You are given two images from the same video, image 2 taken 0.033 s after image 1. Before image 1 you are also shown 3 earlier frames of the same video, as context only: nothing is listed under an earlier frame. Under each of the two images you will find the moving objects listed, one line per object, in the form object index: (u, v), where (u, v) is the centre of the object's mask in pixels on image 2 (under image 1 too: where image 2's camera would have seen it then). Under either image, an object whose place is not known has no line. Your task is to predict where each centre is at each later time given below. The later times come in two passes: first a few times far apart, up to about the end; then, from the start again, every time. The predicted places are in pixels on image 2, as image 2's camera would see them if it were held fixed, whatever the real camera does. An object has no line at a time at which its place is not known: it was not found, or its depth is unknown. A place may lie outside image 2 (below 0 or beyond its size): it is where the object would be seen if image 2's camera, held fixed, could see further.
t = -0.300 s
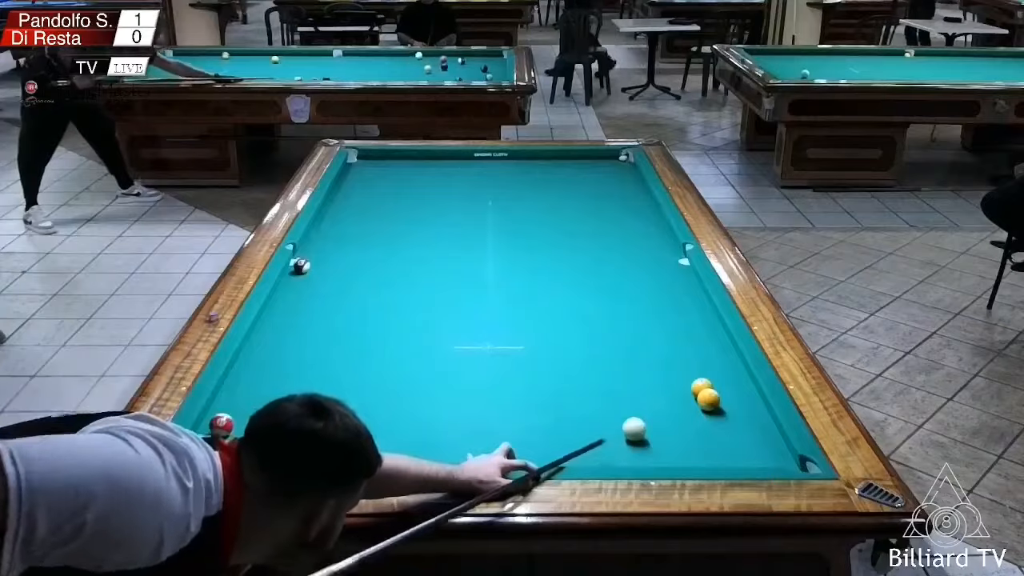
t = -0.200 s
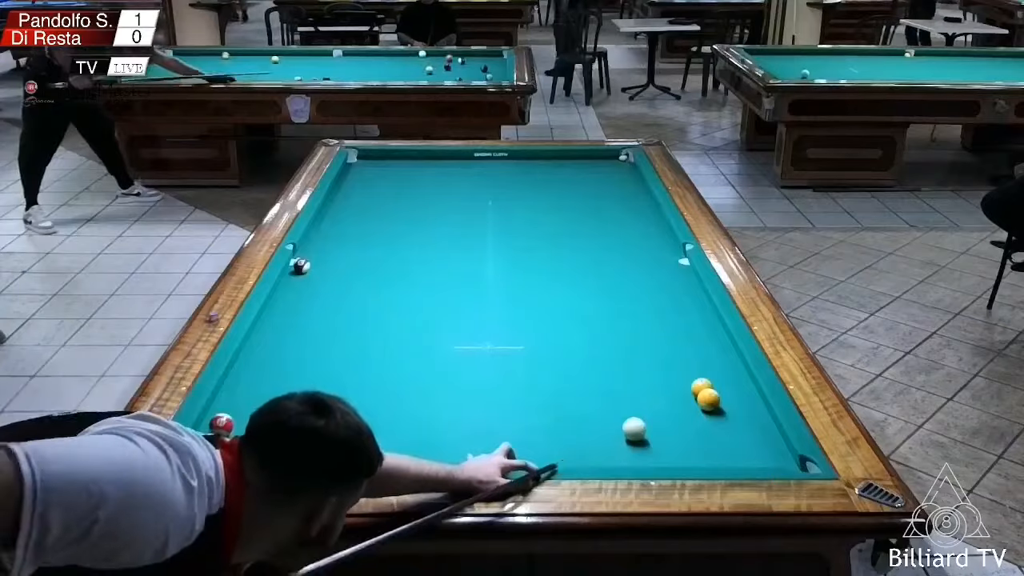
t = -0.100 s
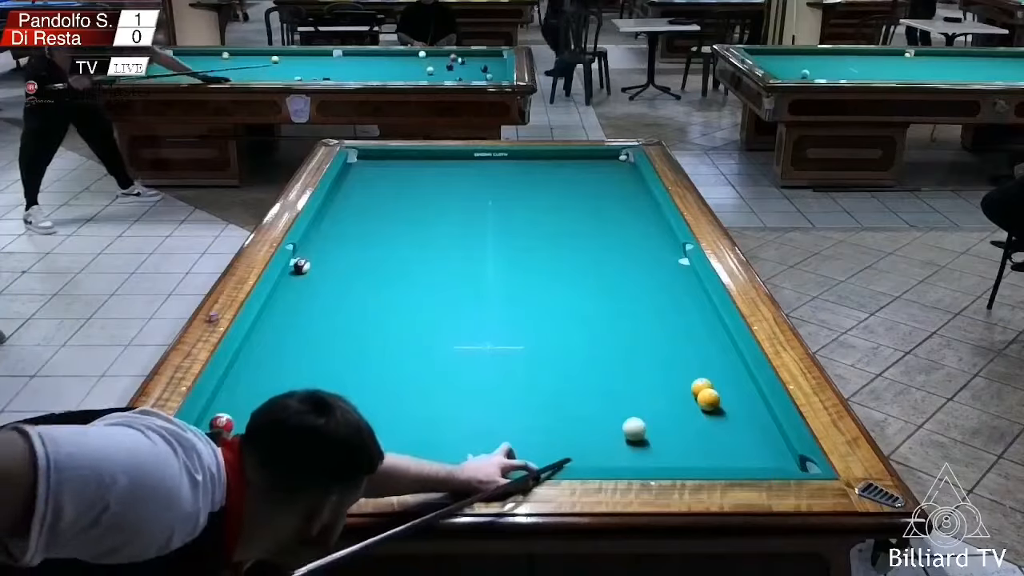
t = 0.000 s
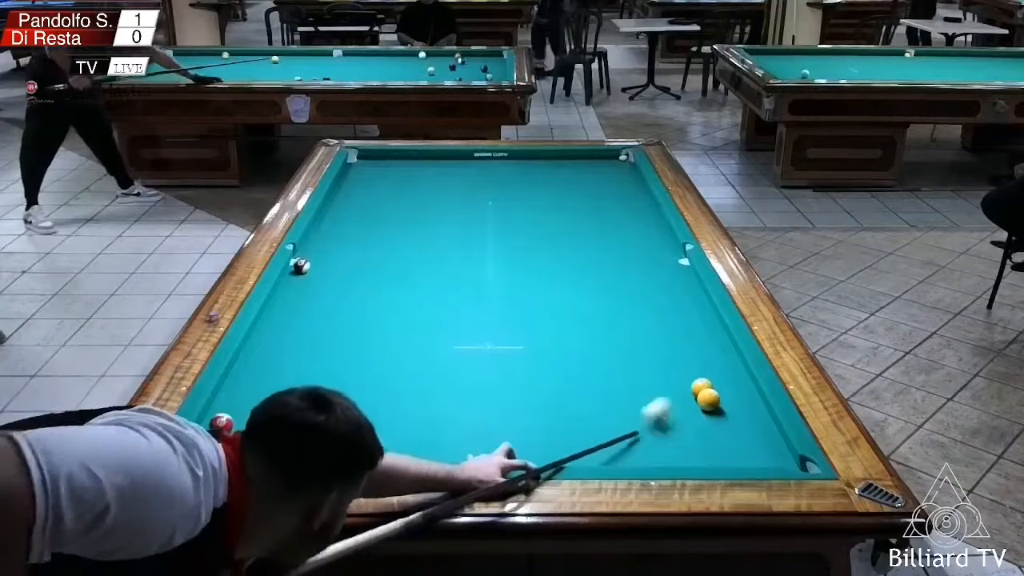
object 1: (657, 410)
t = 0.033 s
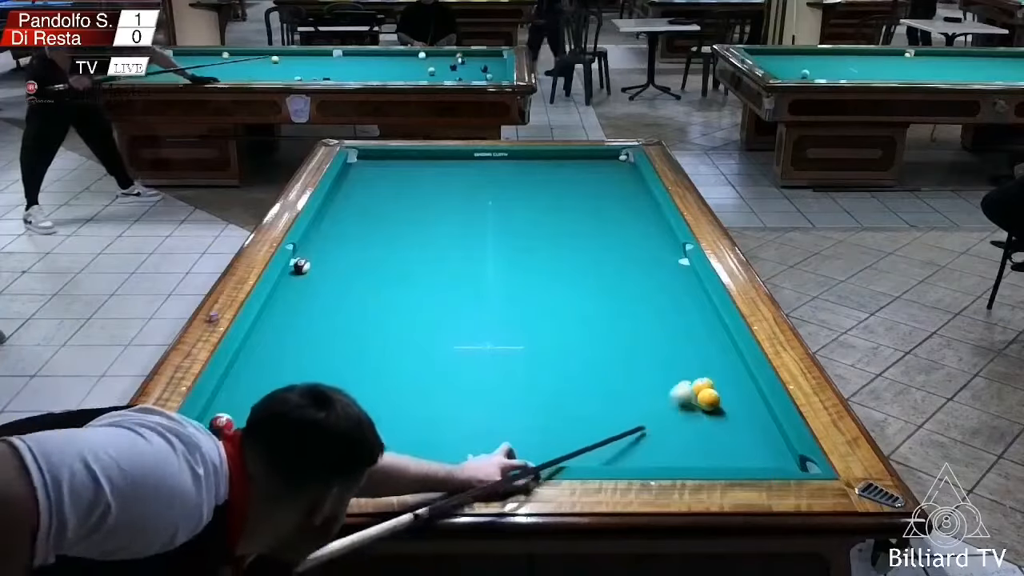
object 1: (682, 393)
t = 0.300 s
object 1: (624, 361)
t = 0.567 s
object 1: (551, 350)
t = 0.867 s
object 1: (482, 342)
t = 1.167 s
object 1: (412, 334)
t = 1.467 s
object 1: (347, 326)
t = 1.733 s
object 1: (292, 319)
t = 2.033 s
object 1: (291, 318)
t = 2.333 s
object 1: (326, 319)
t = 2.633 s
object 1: (361, 322)
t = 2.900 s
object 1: (388, 323)
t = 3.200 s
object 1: (423, 325)
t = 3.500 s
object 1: (454, 327)
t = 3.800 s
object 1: (483, 328)
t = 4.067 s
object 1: (507, 330)
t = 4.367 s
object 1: (534, 331)
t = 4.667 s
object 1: (562, 332)
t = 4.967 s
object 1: (586, 333)
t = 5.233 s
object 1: (605, 334)
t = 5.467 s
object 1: (622, 335)
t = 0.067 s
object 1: (678, 388)
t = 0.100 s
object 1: (671, 383)
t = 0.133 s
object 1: (662, 378)
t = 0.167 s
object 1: (651, 372)
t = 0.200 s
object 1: (644, 368)
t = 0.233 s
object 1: (636, 365)
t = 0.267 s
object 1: (632, 363)
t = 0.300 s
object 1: (624, 361)
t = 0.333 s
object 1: (615, 359)
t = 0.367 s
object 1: (607, 357)
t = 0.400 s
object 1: (598, 356)
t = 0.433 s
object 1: (589, 355)
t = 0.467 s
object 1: (581, 354)
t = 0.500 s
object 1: (572, 353)
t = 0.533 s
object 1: (563, 352)
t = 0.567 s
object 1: (551, 350)
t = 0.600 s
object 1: (543, 350)
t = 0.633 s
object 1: (539, 349)
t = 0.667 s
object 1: (531, 348)
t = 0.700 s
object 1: (523, 347)
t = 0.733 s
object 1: (514, 346)
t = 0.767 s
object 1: (505, 345)
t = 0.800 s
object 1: (497, 344)
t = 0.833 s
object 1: (489, 343)
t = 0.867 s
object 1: (482, 342)
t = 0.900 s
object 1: (474, 341)
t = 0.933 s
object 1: (466, 340)
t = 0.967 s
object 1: (458, 339)
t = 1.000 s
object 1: (450, 338)
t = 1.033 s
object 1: (442, 338)
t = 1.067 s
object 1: (434, 337)
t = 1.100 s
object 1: (427, 335)
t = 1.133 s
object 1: (419, 334)
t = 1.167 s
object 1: (412, 334)
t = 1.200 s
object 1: (405, 333)
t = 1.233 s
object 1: (397, 332)
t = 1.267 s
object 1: (390, 331)
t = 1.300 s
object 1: (382, 330)
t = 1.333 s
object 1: (375, 329)
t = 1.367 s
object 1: (368, 328)
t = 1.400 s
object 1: (361, 328)
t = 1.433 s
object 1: (354, 327)
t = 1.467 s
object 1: (347, 326)
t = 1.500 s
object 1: (340, 325)
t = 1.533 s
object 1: (333, 324)
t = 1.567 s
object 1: (326, 323)
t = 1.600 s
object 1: (320, 322)
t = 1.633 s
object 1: (313, 322)
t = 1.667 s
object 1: (306, 321)
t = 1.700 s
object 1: (299, 320)
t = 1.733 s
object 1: (292, 319)
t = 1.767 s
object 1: (289, 319)
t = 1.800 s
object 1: (279, 318)
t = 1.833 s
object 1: (273, 317)
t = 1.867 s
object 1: (270, 316)
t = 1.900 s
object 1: (274, 316)
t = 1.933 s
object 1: (279, 317)
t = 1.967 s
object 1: (283, 317)
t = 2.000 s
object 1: (287, 317)
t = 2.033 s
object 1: (291, 318)
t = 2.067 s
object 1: (295, 318)
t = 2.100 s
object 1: (299, 318)
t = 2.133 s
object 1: (301, 318)
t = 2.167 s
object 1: (307, 318)
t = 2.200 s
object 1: (311, 319)
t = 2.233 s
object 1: (315, 319)
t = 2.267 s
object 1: (319, 319)
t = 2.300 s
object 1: (322, 319)
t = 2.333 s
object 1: (326, 319)
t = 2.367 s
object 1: (331, 320)
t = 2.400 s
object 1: (335, 320)
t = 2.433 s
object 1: (338, 320)
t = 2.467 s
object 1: (342, 320)
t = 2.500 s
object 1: (344, 321)
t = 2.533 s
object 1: (347, 321)
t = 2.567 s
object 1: (353, 321)
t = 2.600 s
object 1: (357, 322)
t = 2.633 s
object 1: (361, 322)
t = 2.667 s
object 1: (364, 322)
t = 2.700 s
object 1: (368, 322)
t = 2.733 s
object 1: (372, 322)
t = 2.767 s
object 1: (376, 322)
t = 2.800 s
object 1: (379, 323)
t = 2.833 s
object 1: (383, 323)
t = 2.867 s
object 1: (385, 323)
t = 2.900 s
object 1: (388, 323)
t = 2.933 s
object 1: (392, 324)
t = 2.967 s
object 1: (398, 324)
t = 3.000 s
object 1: (401, 324)
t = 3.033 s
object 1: (405, 324)
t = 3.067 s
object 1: (408, 324)
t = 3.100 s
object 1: (412, 325)
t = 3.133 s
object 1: (416, 325)
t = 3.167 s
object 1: (419, 325)
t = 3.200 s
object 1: (423, 325)
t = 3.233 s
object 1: (424, 325)
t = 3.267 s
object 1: (428, 325)
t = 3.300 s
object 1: (432, 326)
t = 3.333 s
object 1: (435, 326)
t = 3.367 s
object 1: (440, 326)
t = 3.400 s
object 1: (443, 326)
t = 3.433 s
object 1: (447, 326)
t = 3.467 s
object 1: (450, 327)
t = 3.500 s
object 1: (454, 327)
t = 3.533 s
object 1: (457, 327)
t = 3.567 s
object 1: (460, 327)
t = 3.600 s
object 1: (462, 327)
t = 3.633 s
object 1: (466, 328)
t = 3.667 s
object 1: (469, 328)
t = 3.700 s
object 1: (472, 328)
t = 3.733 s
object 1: (475, 328)
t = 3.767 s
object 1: (480, 328)
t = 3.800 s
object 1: (483, 328)
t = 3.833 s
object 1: (486, 329)
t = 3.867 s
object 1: (490, 329)
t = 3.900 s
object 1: (493, 329)
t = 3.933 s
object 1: (496, 329)
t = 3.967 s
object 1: (498, 329)
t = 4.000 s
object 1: (501, 329)
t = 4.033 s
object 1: (504, 330)
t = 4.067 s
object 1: (507, 330)
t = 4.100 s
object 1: (510, 330)
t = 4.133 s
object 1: (513, 330)
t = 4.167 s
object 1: (518, 330)
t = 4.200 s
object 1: (521, 330)
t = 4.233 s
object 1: (524, 330)
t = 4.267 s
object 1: (527, 331)
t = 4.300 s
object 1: (530, 331)
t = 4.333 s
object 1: (531, 331)
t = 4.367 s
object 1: (534, 331)
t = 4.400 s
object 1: (537, 331)
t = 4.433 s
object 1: (540, 331)
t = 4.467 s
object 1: (543, 331)
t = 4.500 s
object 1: (546, 331)
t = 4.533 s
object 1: (549, 331)
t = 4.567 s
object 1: (553, 332)
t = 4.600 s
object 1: (556, 332)
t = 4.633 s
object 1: (559, 332)
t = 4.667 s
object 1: (562, 332)
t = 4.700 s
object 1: (563, 332)
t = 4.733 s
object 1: (565, 332)
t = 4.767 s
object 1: (568, 332)
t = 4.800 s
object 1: (571, 333)
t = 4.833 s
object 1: (574, 332)
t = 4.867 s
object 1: (577, 332)
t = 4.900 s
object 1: (579, 333)
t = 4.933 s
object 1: (582, 333)
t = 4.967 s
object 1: (586, 333)
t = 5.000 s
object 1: (588, 333)
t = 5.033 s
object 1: (591, 333)
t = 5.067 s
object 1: (592, 333)
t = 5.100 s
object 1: (595, 334)
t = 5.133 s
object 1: (598, 334)
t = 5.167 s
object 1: (600, 334)
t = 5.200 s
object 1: (603, 334)
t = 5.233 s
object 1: (605, 334)
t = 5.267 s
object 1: (608, 334)
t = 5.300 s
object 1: (610, 334)
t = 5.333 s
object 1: (613, 334)
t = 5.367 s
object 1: (617, 334)
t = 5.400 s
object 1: (618, 334)
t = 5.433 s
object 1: (619, 334)
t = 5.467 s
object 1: (622, 335)
